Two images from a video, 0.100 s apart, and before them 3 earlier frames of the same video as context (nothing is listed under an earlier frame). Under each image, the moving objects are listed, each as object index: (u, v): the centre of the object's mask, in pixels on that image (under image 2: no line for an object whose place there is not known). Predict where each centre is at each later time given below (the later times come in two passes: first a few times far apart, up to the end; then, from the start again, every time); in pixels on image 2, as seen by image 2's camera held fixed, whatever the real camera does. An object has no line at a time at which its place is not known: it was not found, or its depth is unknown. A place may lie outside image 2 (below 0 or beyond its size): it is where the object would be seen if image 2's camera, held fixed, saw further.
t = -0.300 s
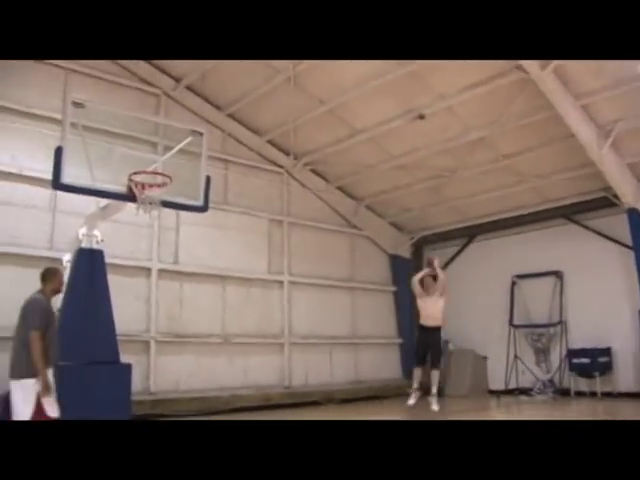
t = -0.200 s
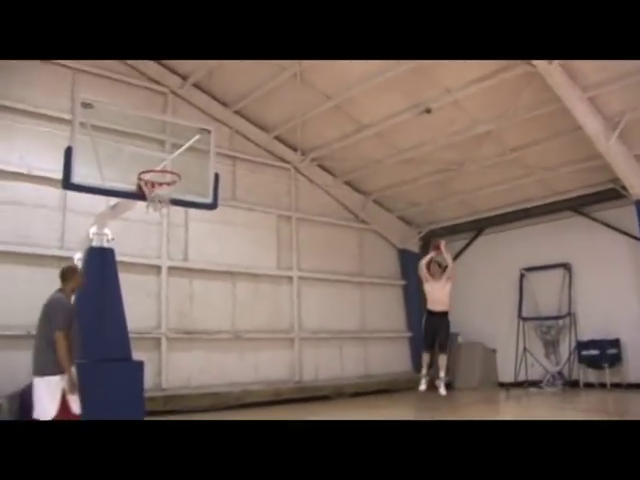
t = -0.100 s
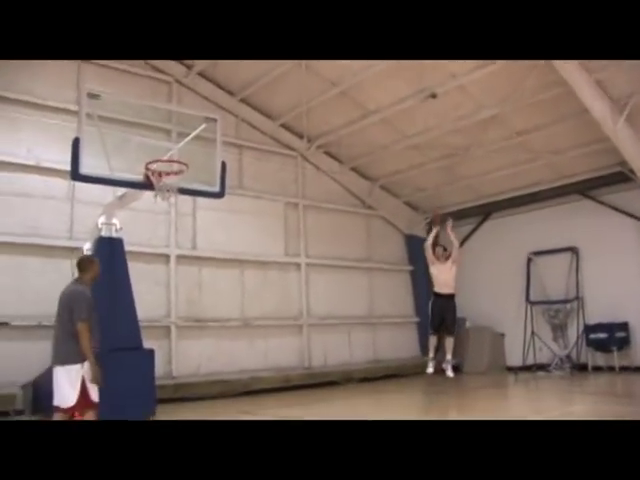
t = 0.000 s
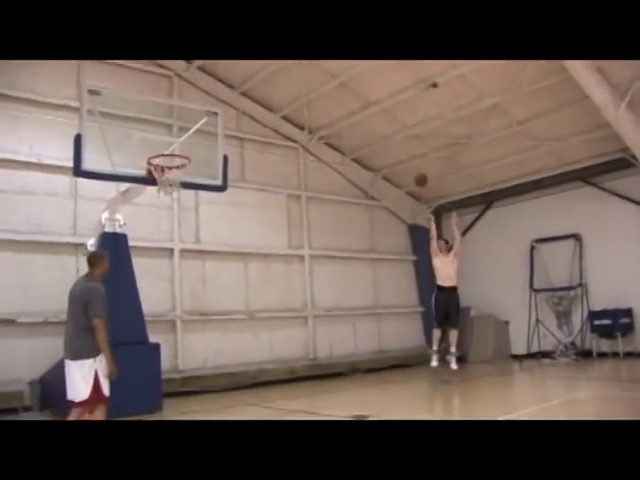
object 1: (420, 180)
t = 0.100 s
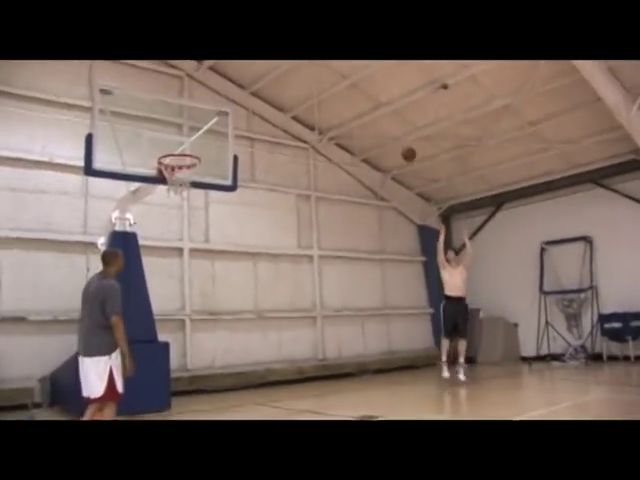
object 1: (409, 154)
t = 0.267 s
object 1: (370, 120)
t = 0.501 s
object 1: (312, 98)
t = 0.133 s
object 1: (400, 146)
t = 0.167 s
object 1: (393, 139)
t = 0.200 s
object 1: (386, 132)
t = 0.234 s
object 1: (378, 126)
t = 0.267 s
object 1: (370, 120)
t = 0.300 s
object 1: (362, 115)
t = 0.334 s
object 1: (354, 111)
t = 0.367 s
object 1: (346, 107)
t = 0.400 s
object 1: (338, 104)
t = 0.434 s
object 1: (330, 101)
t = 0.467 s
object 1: (321, 99)
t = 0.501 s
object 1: (312, 98)
